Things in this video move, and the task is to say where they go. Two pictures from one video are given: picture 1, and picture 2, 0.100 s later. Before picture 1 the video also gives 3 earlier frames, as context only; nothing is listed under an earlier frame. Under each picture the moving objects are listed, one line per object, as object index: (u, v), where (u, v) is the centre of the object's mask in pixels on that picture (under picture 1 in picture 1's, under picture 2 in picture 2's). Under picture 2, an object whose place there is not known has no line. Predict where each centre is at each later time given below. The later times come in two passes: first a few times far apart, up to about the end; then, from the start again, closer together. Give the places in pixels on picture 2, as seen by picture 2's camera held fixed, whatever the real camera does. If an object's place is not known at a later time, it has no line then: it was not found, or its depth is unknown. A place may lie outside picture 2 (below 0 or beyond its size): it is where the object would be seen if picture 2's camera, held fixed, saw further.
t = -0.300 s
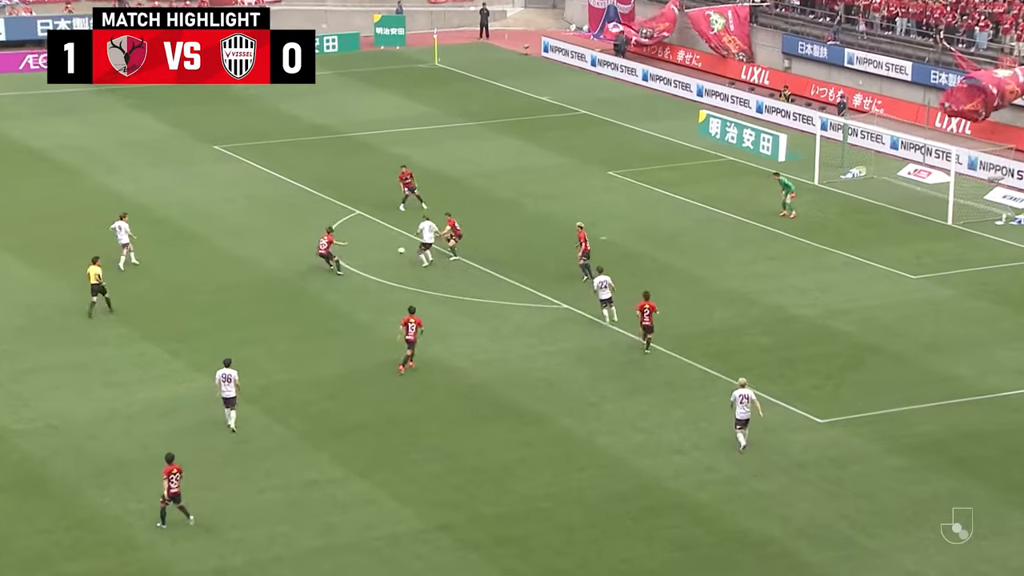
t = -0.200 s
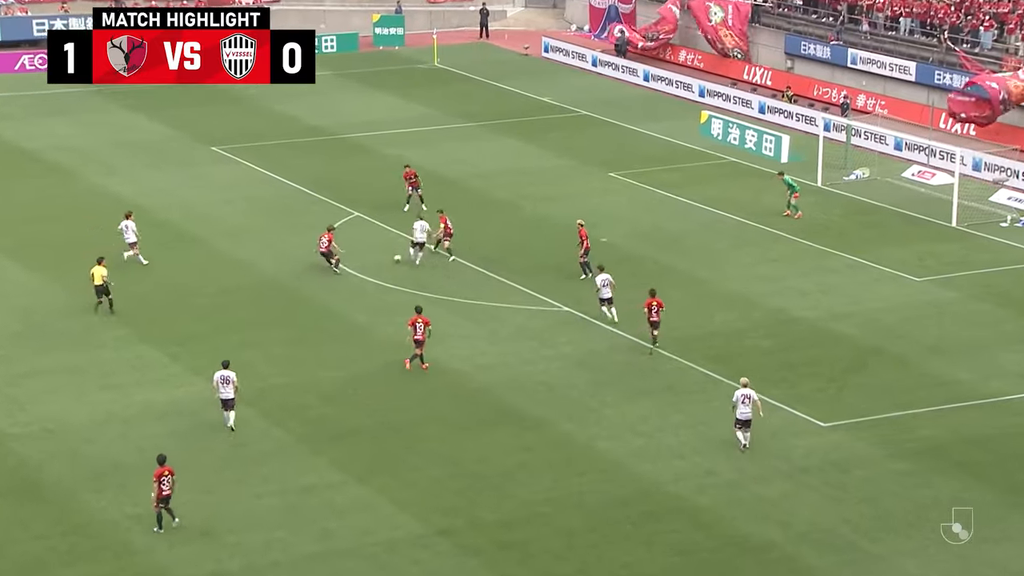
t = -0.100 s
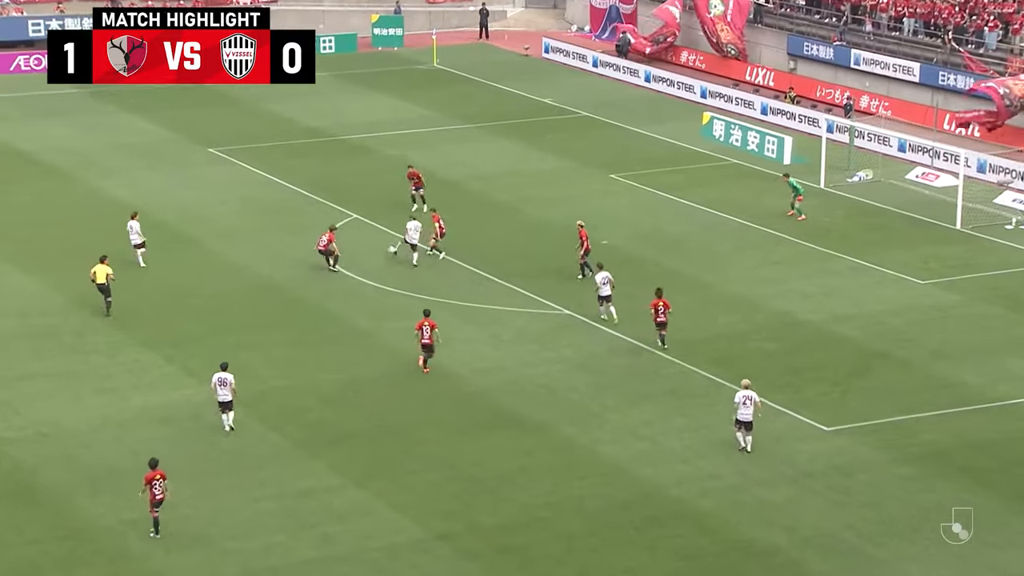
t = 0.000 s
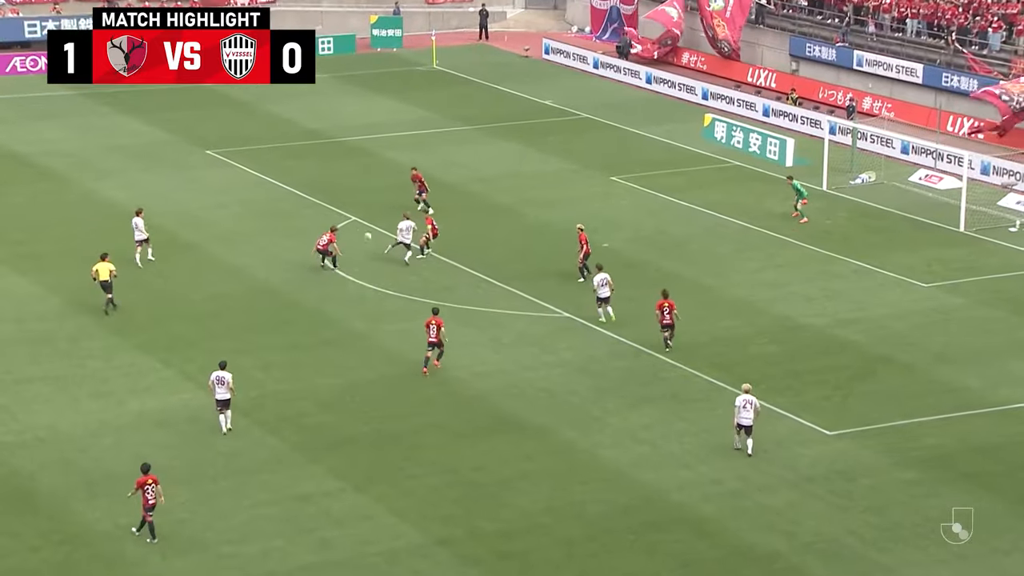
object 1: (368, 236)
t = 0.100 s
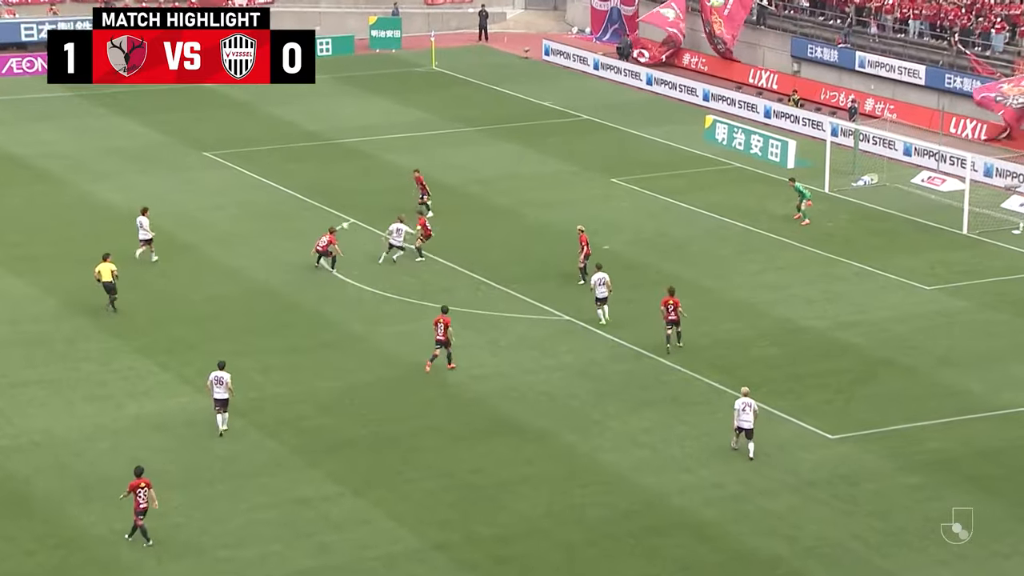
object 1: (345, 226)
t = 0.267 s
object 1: (310, 214)
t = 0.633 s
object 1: (240, 219)
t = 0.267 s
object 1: (310, 214)
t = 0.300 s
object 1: (303, 212)
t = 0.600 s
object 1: (245, 218)
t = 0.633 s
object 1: (240, 219)
